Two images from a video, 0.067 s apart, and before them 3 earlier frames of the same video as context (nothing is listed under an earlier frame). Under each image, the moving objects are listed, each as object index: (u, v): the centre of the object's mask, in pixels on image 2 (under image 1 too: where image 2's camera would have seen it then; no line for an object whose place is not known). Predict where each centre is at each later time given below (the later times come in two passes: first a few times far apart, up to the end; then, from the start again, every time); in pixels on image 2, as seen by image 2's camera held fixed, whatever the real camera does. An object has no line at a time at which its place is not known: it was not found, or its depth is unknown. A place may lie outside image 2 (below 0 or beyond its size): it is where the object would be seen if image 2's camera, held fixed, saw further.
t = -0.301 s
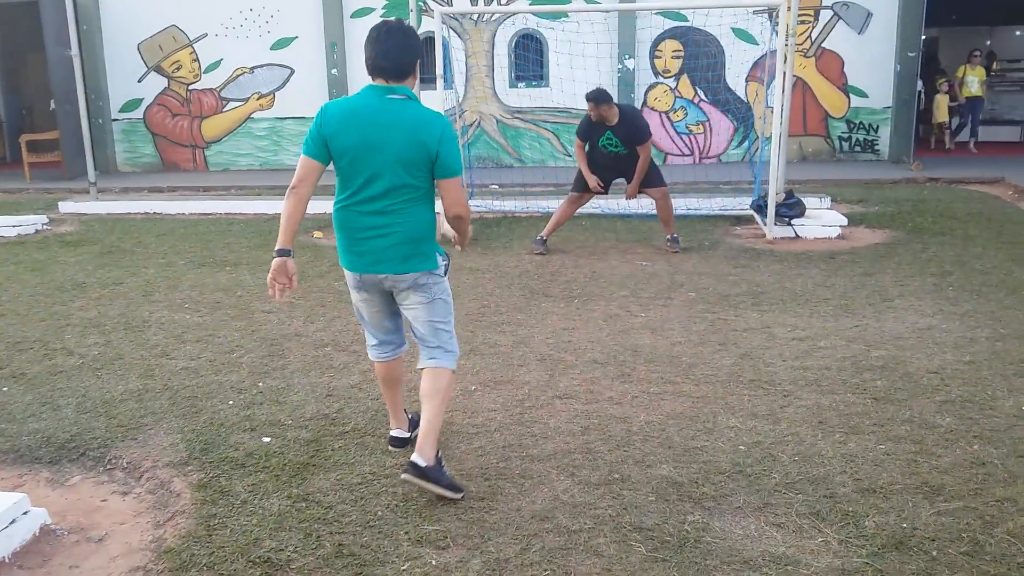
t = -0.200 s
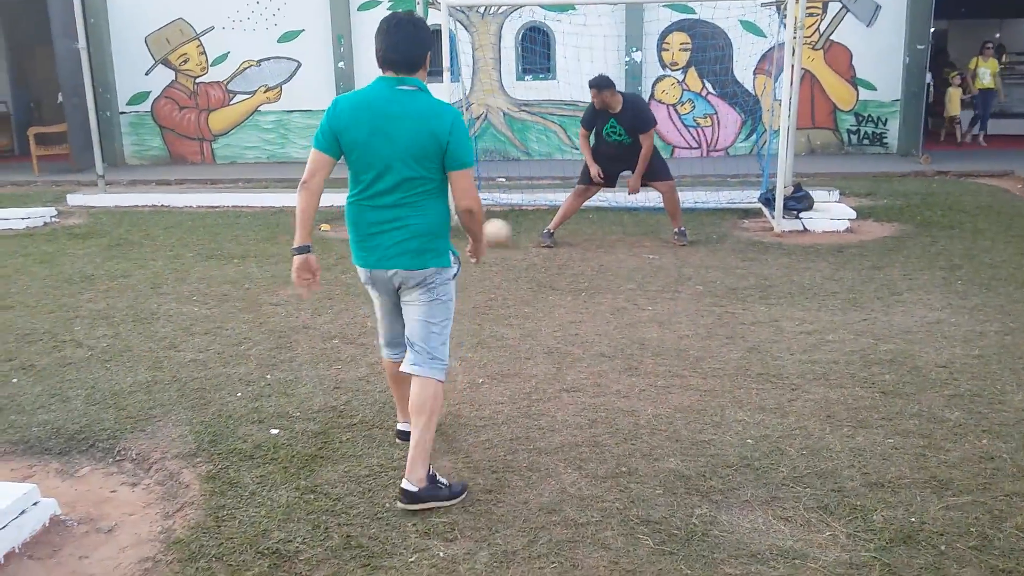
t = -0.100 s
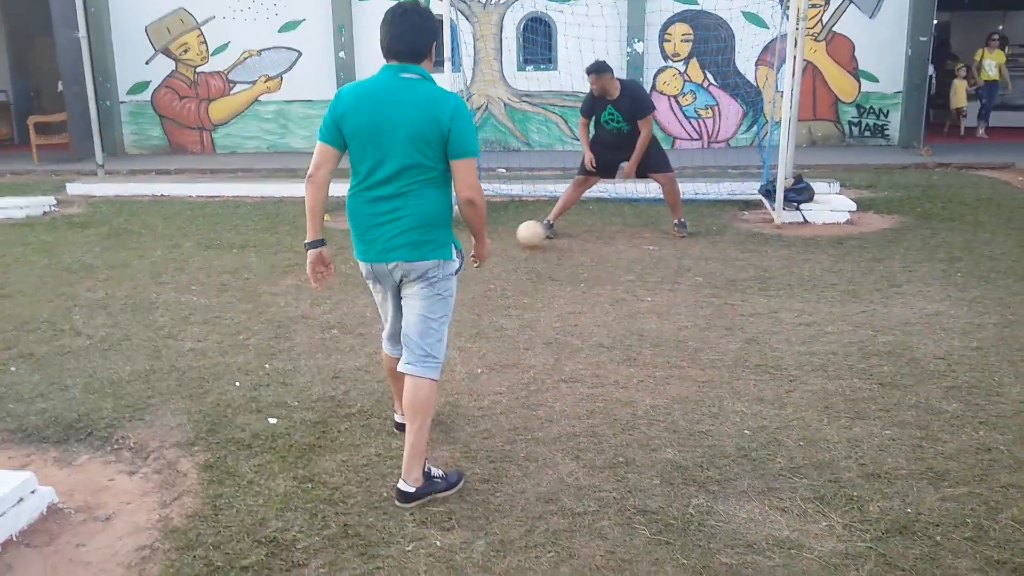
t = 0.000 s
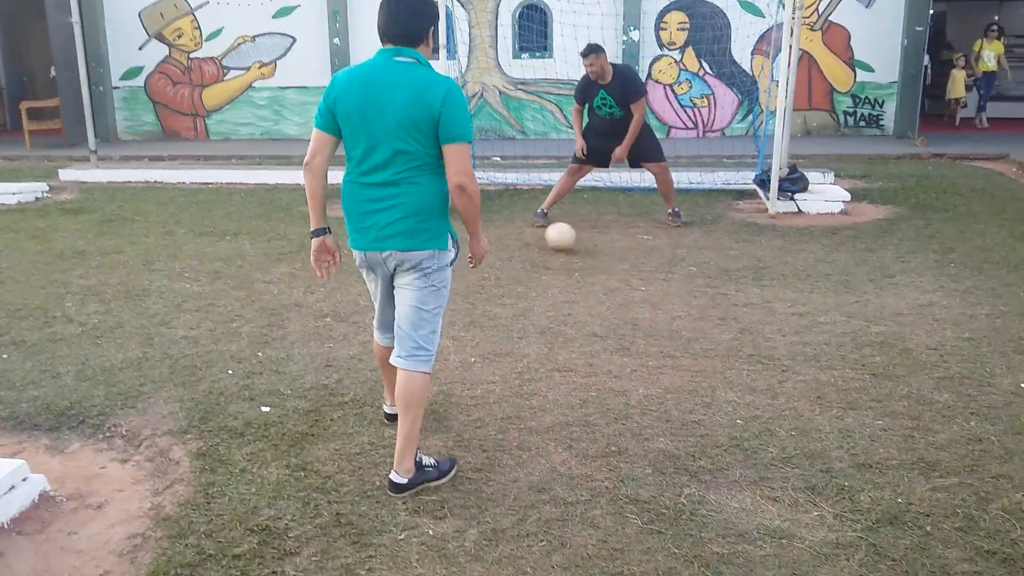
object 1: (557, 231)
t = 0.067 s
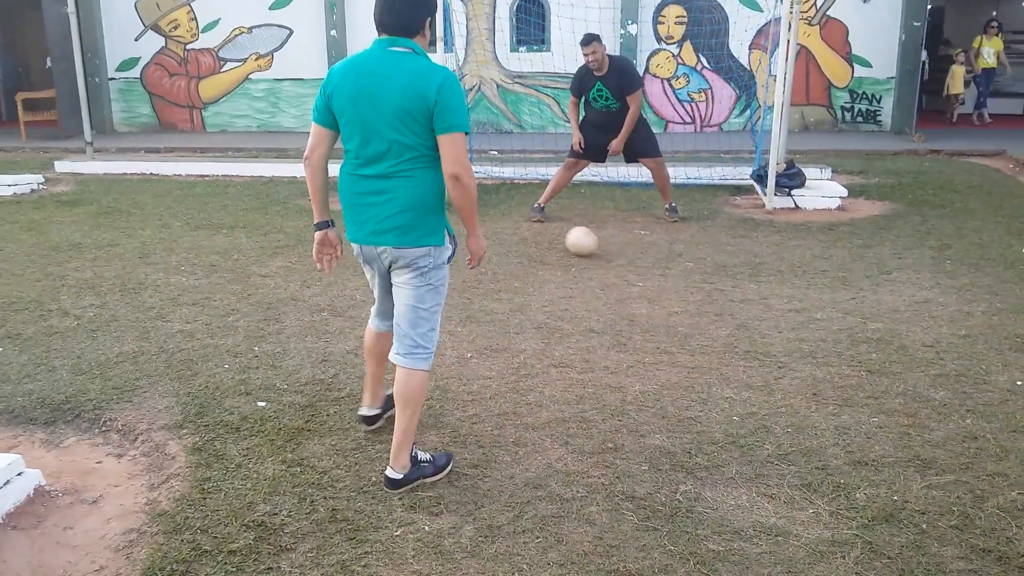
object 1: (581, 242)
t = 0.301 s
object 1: (661, 265)
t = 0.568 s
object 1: (757, 291)
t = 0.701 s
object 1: (813, 301)
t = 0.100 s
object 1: (593, 246)
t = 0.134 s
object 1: (605, 250)
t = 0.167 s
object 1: (617, 252)
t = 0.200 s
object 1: (628, 256)
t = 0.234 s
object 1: (639, 260)
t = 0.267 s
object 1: (650, 262)
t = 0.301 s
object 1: (661, 265)
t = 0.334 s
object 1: (672, 268)
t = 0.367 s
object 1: (684, 272)
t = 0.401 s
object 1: (696, 272)
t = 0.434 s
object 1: (707, 273)
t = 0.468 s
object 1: (718, 277)
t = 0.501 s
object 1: (731, 283)
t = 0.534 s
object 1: (745, 290)
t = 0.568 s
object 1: (757, 291)
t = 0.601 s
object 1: (770, 294)
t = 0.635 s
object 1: (785, 298)
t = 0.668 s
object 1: (798, 301)
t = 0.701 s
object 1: (813, 301)
